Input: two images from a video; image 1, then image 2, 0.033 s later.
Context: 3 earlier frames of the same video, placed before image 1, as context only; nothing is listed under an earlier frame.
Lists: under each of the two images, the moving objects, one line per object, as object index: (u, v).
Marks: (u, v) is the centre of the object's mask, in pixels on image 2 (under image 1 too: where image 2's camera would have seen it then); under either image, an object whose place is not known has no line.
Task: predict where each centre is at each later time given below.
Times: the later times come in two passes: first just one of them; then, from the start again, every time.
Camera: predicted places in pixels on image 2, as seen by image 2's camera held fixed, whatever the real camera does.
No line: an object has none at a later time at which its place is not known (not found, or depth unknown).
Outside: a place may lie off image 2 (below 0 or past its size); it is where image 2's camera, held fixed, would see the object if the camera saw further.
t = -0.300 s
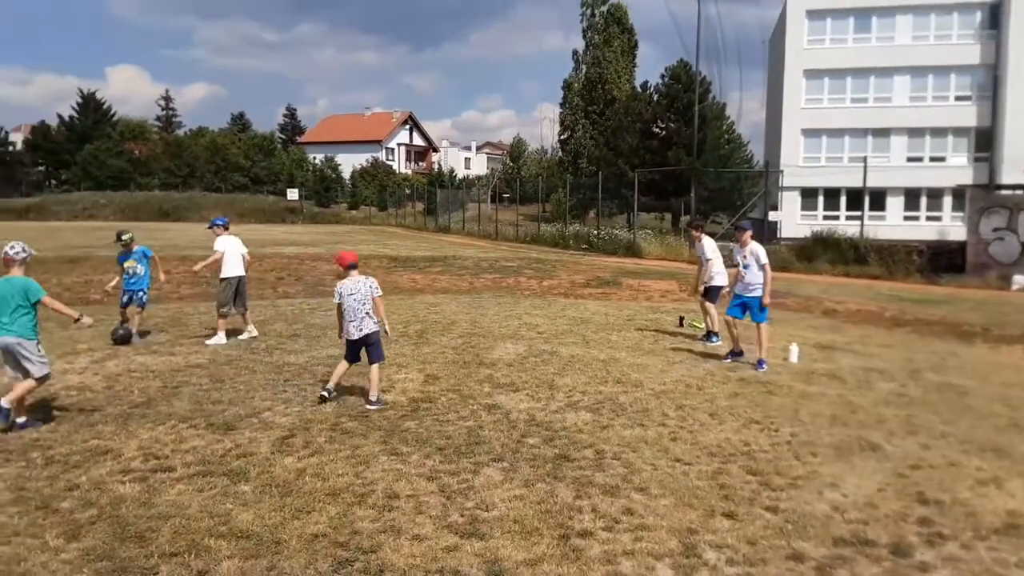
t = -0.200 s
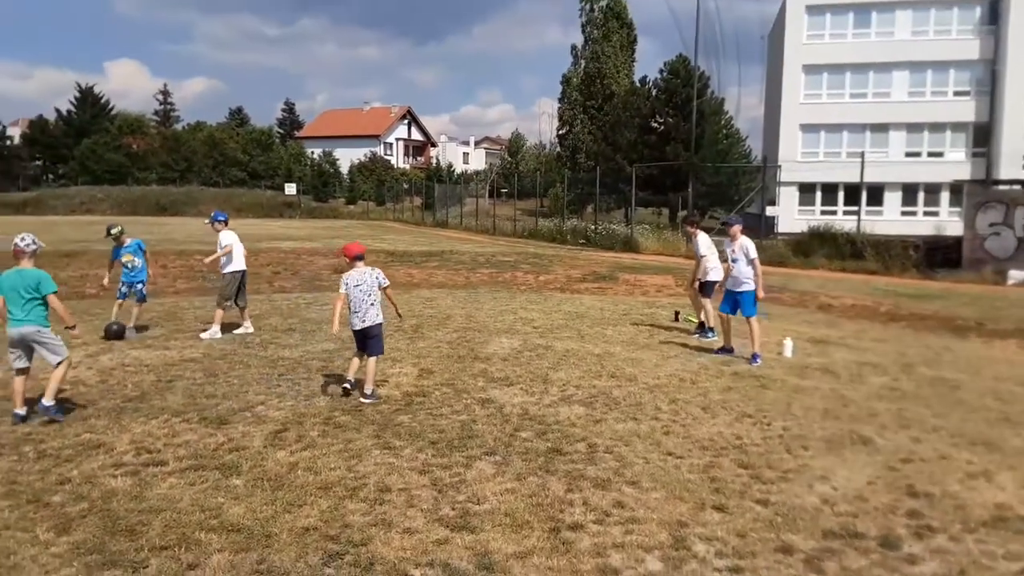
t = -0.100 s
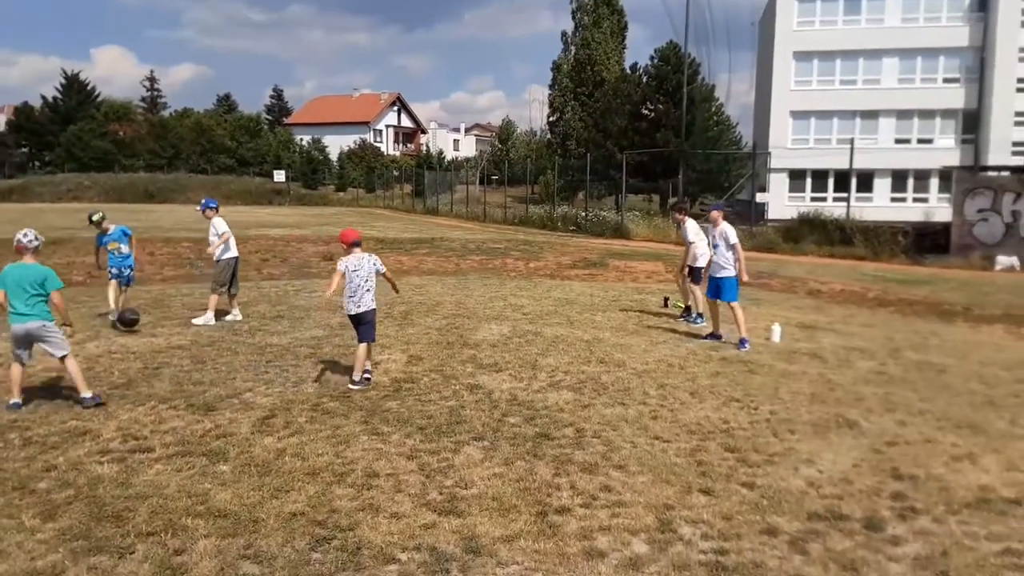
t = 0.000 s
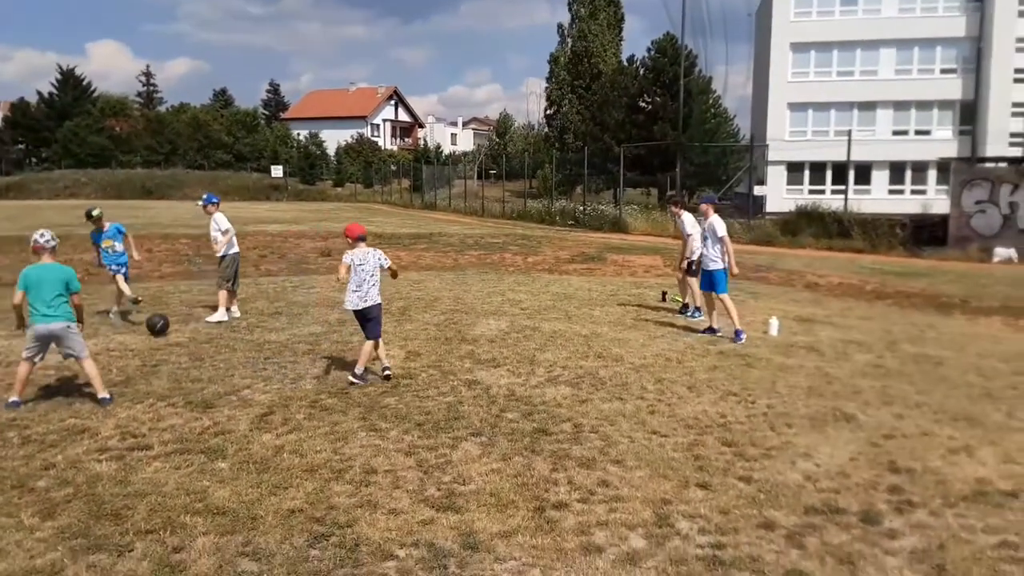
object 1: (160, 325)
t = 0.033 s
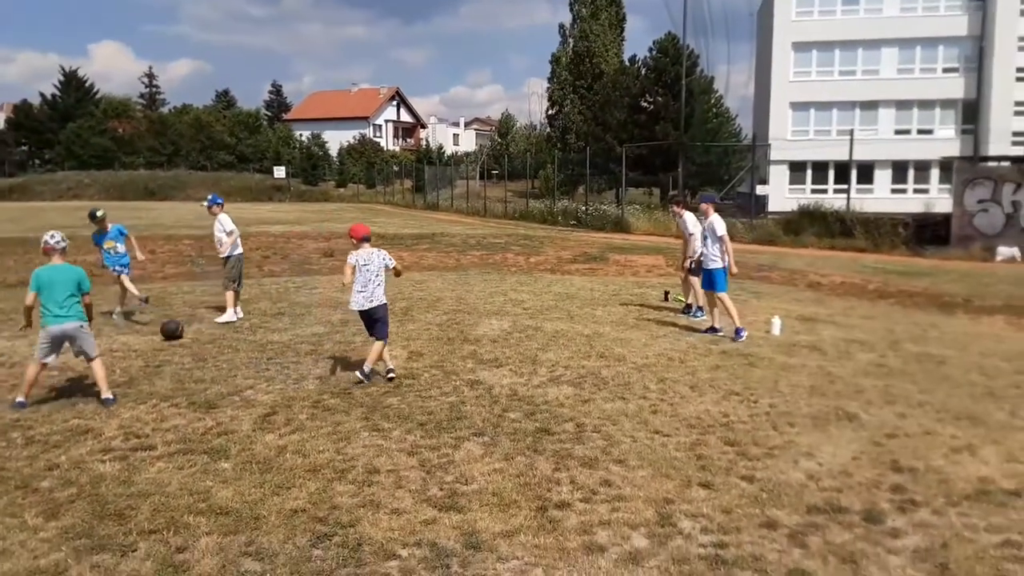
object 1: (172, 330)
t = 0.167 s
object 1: (209, 334)
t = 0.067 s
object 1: (181, 331)
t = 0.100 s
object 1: (190, 332)
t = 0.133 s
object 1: (200, 333)
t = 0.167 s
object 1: (209, 334)
